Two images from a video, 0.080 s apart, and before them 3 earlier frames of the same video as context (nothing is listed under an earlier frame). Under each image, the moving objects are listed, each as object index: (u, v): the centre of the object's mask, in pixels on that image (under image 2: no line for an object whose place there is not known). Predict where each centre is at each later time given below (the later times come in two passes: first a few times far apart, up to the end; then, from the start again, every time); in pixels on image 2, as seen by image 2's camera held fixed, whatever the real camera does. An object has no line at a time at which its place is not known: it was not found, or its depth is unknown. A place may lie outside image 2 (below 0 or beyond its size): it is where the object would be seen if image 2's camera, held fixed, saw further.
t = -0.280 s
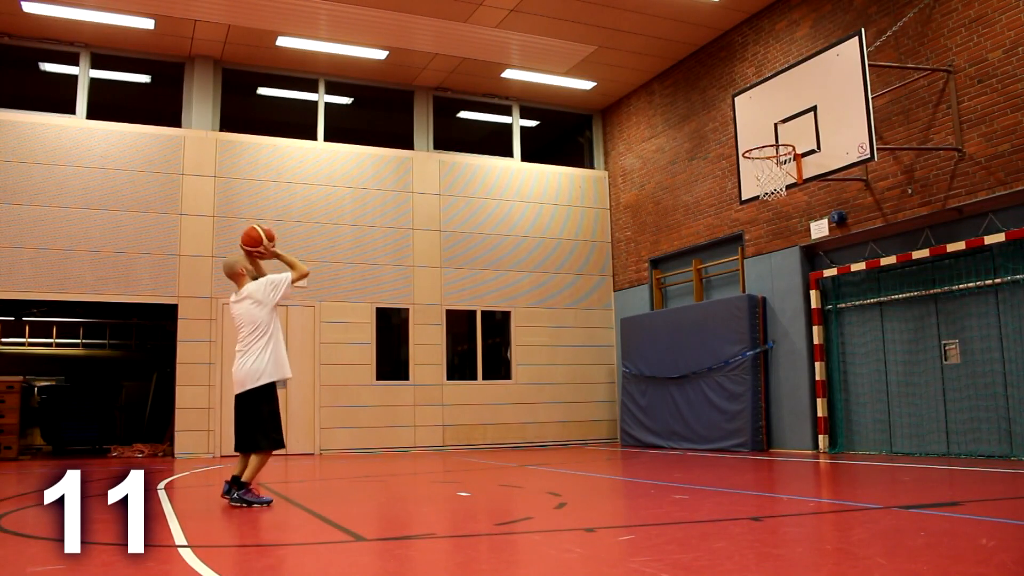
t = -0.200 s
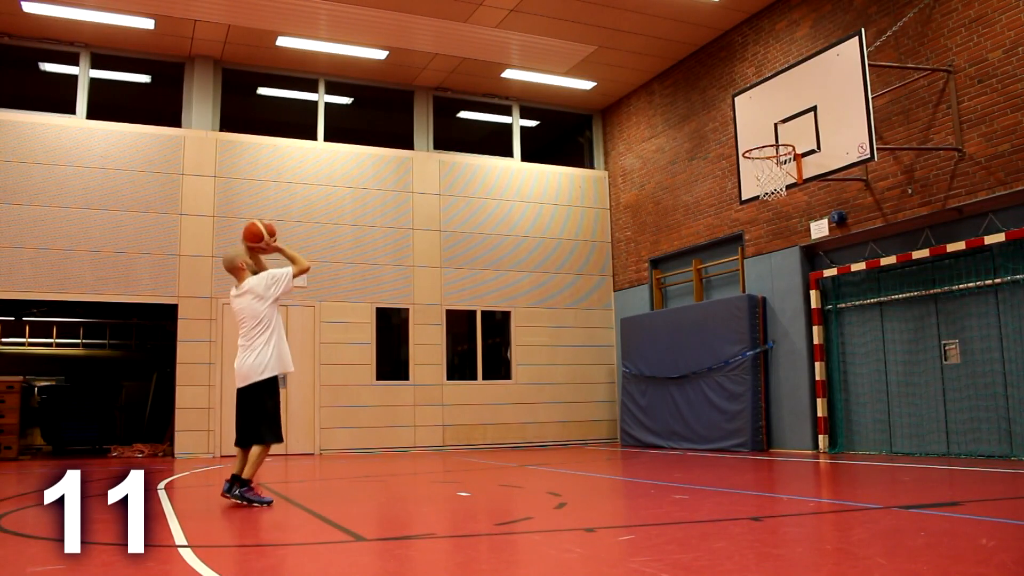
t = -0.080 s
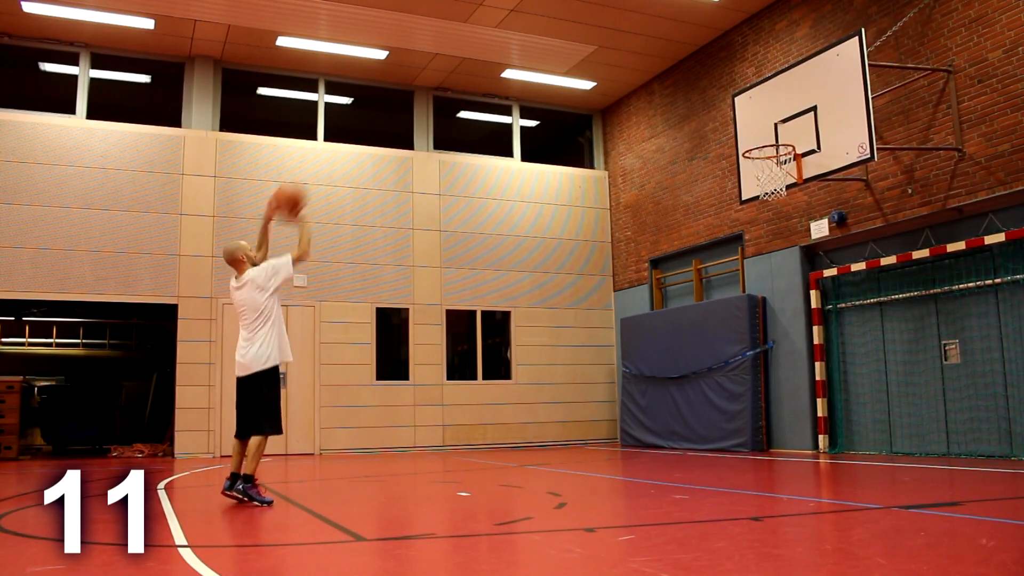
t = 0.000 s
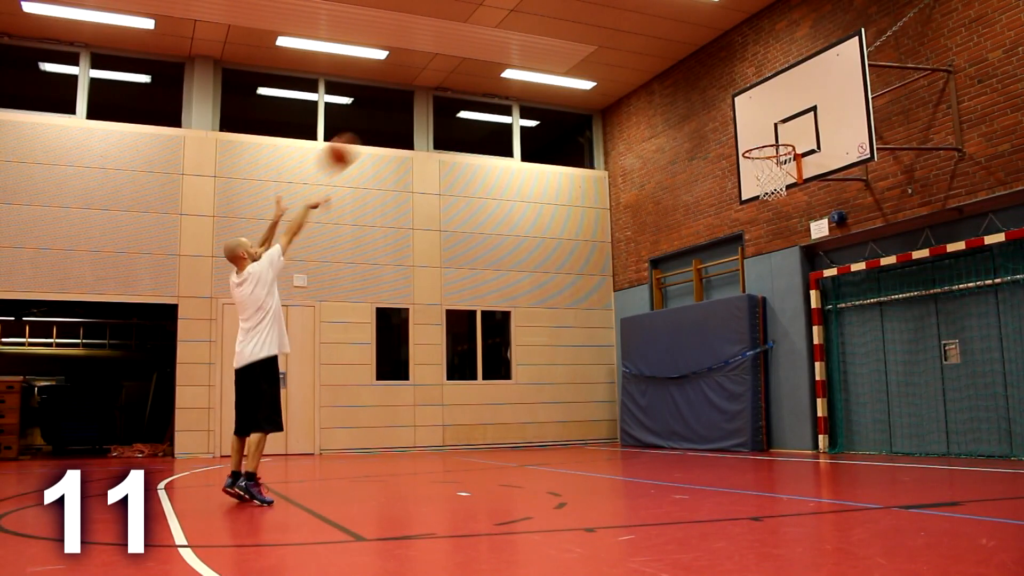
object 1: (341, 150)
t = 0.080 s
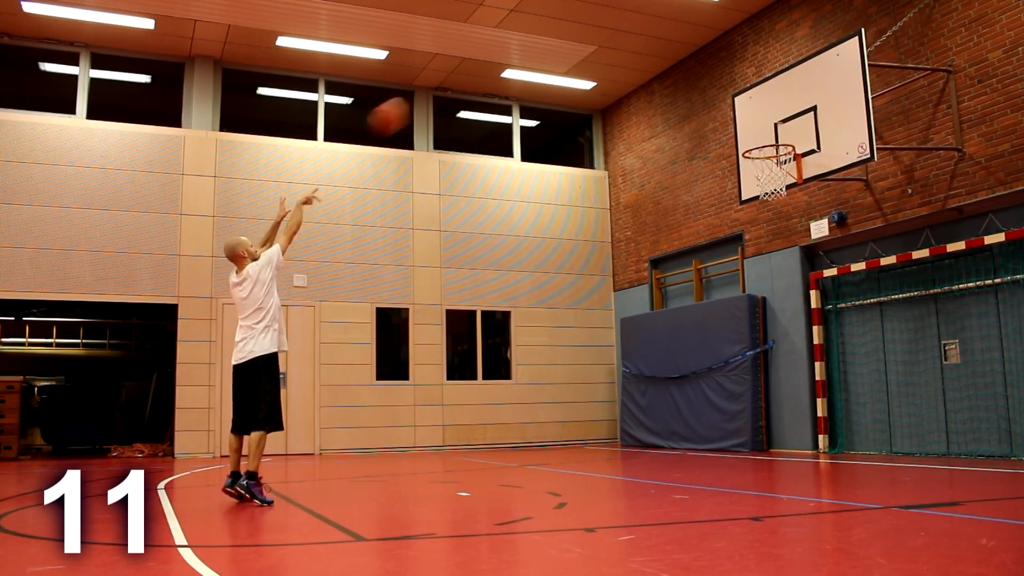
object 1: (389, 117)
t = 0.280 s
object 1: (505, 62)
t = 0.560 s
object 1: (647, 68)
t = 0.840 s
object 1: (774, 153)
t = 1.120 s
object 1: (780, 242)
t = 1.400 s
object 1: (781, 416)
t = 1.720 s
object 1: (734, 338)
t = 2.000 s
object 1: (687, 297)
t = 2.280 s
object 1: (641, 345)
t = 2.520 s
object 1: (602, 468)
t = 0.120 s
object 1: (413, 102)
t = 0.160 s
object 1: (440, 88)
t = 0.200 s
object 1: (462, 78)
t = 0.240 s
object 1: (484, 70)
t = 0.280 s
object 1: (505, 62)
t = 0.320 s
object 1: (528, 57)
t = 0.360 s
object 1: (548, 56)
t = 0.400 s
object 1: (570, 56)
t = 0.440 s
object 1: (590, 57)
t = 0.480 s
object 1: (609, 59)
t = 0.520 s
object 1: (627, 63)
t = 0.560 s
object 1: (647, 68)
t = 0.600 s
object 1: (666, 76)
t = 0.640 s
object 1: (684, 85)
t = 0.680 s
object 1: (701, 95)
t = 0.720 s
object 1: (719, 107)
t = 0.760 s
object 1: (738, 119)
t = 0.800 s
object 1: (755, 134)
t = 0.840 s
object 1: (774, 153)
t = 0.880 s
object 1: (782, 166)
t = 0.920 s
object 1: (779, 183)
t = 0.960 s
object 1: (782, 189)
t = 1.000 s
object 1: (781, 200)
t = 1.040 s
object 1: (782, 211)
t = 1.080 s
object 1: (780, 226)
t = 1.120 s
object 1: (780, 242)
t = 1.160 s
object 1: (780, 263)
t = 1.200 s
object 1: (780, 281)
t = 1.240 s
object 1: (780, 305)
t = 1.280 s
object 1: (781, 329)
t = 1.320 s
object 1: (780, 356)
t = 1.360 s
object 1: (781, 385)
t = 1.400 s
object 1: (781, 416)
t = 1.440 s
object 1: (781, 451)
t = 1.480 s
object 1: (775, 441)
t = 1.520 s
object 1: (769, 422)
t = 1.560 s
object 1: (762, 403)
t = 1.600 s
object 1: (755, 383)
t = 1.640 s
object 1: (748, 367)
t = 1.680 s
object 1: (741, 351)
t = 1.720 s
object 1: (734, 338)
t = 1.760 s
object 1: (727, 327)
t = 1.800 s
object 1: (720, 317)
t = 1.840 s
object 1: (714, 310)
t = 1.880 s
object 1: (706, 304)
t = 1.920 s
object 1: (700, 300)
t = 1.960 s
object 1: (693, 297)
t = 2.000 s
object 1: (687, 297)
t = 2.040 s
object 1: (680, 298)
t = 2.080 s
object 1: (673, 300)
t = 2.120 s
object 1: (667, 305)
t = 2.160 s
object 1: (660, 312)
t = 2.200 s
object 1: (654, 321)
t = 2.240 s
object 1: (648, 331)
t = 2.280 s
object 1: (641, 345)
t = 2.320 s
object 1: (635, 360)
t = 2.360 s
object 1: (629, 376)
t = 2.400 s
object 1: (622, 396)
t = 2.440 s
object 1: (616, 418)
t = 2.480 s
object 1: (610, 443)
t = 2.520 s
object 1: (602, 468)
